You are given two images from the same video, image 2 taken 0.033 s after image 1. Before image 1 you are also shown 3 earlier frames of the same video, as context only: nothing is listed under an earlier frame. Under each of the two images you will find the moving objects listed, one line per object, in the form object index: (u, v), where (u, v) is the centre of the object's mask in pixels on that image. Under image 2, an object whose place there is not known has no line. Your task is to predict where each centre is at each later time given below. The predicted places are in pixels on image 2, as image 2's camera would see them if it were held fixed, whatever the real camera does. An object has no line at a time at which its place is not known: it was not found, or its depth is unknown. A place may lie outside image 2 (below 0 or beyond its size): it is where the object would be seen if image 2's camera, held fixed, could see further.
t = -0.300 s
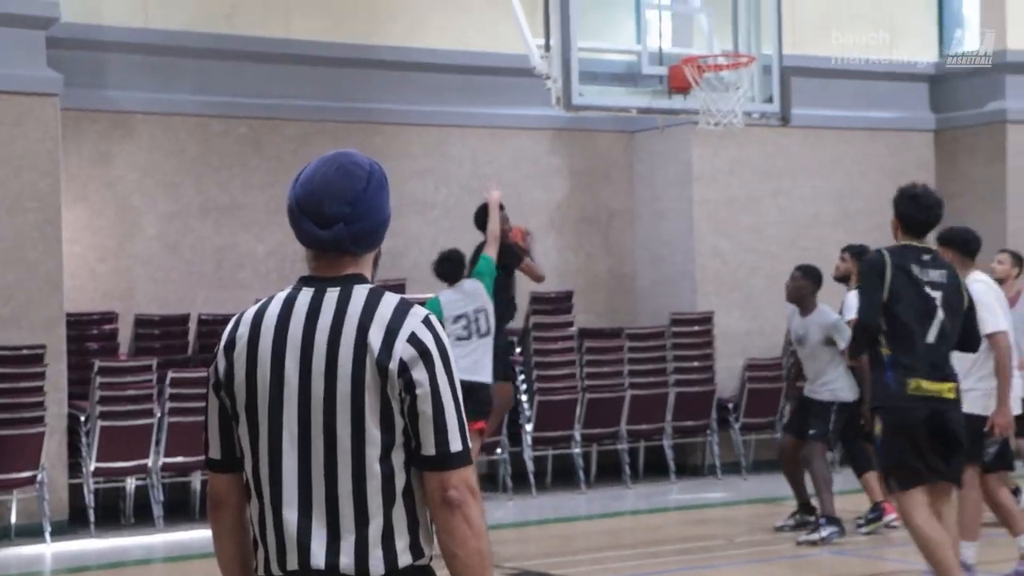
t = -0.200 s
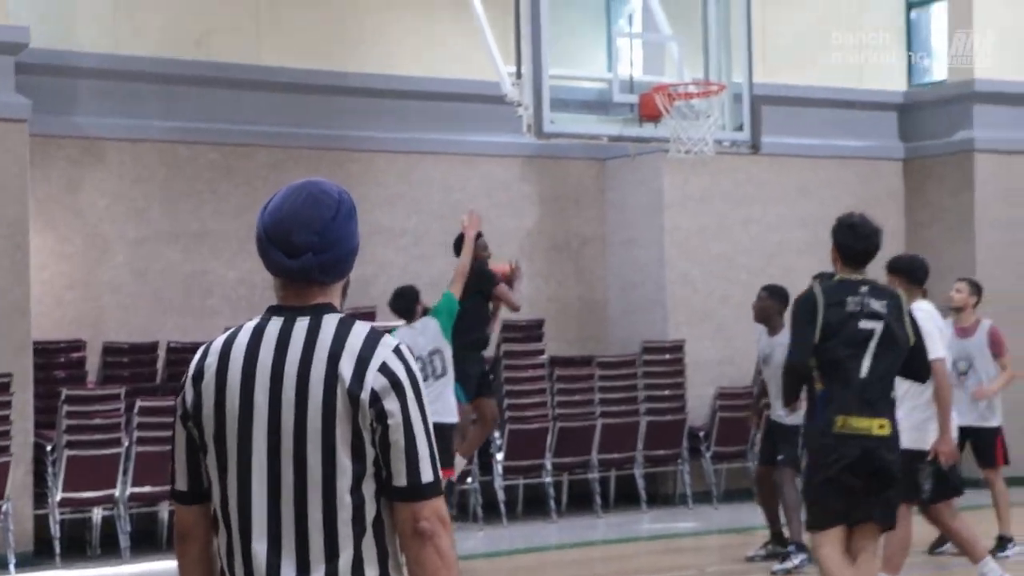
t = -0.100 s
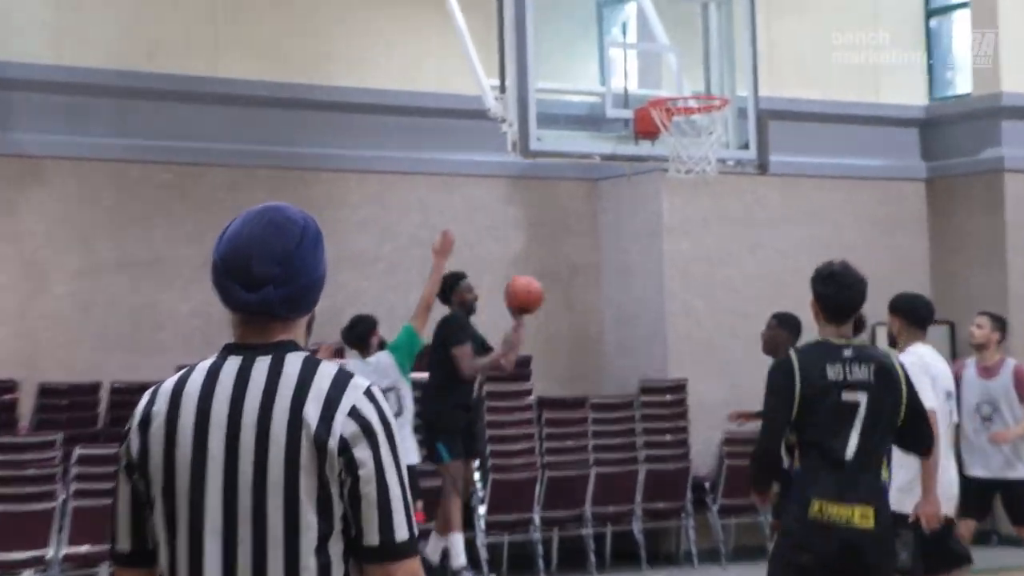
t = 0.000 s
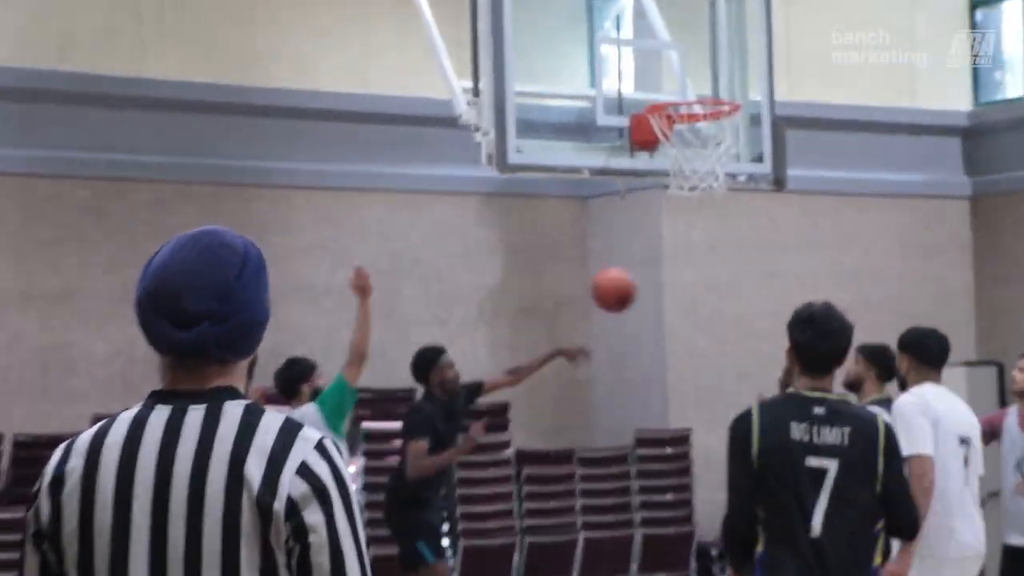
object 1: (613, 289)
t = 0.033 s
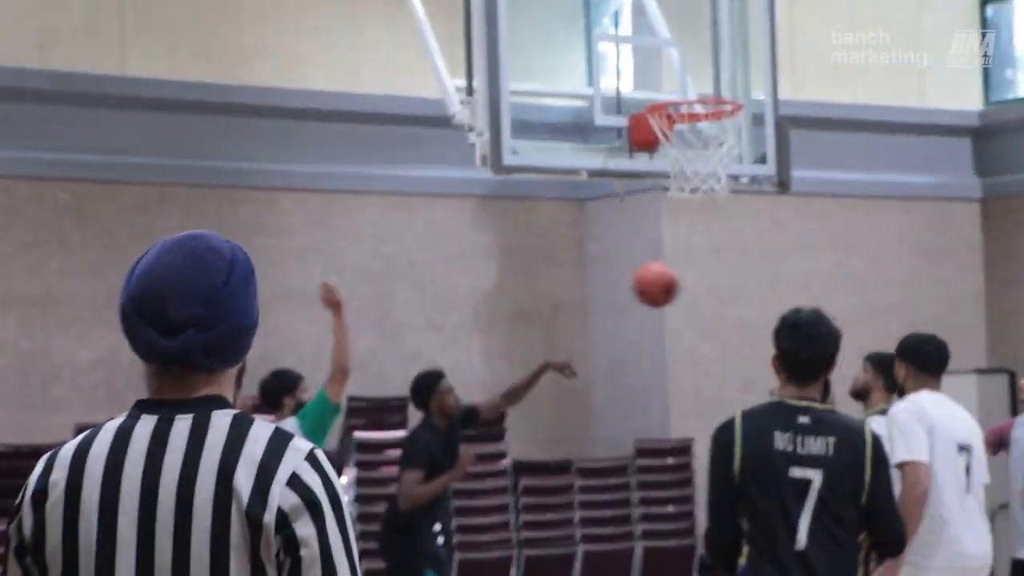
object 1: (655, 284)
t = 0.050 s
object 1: (677, 279)
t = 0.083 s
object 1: (722, 269)
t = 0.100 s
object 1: (744, 266)
